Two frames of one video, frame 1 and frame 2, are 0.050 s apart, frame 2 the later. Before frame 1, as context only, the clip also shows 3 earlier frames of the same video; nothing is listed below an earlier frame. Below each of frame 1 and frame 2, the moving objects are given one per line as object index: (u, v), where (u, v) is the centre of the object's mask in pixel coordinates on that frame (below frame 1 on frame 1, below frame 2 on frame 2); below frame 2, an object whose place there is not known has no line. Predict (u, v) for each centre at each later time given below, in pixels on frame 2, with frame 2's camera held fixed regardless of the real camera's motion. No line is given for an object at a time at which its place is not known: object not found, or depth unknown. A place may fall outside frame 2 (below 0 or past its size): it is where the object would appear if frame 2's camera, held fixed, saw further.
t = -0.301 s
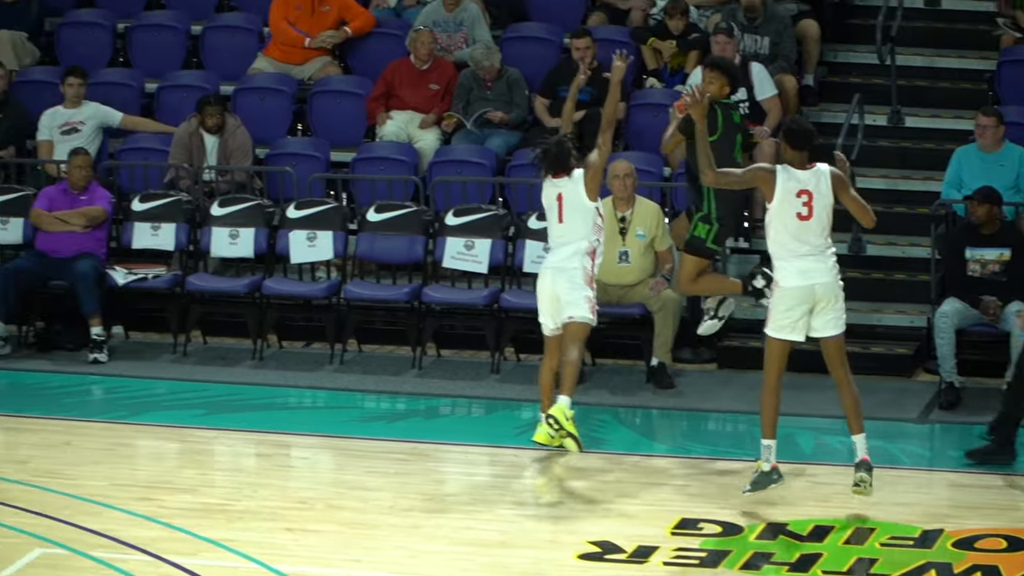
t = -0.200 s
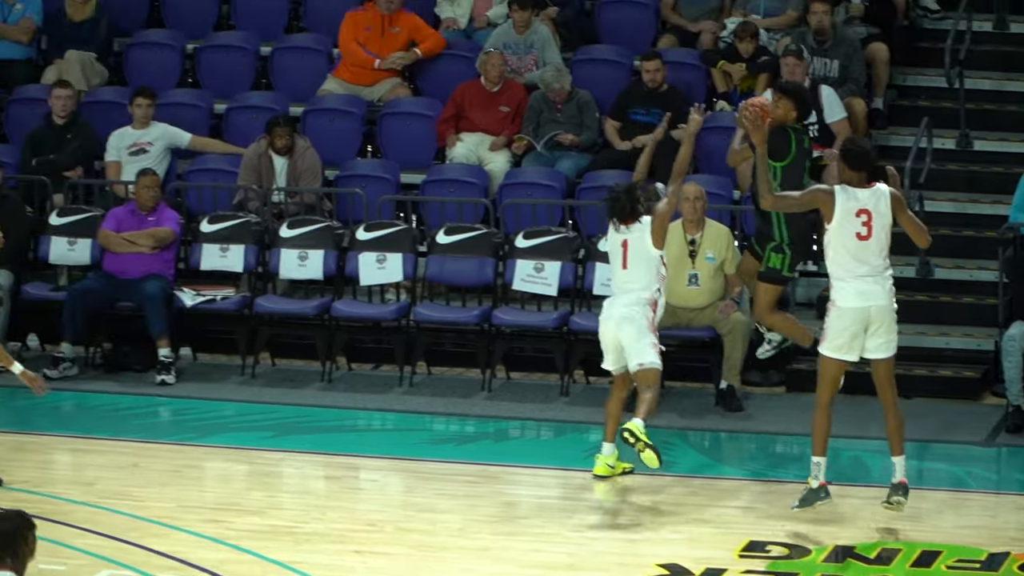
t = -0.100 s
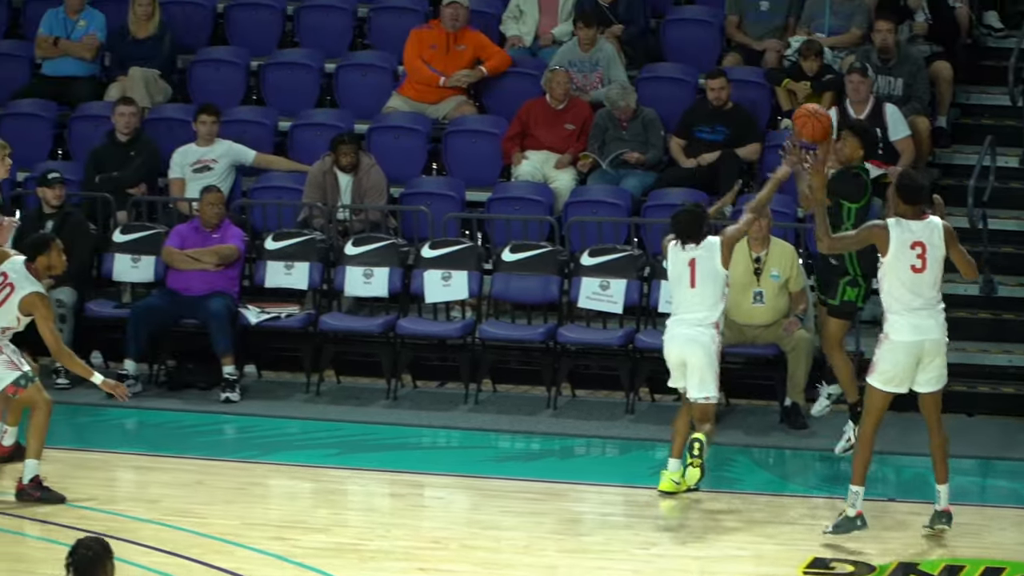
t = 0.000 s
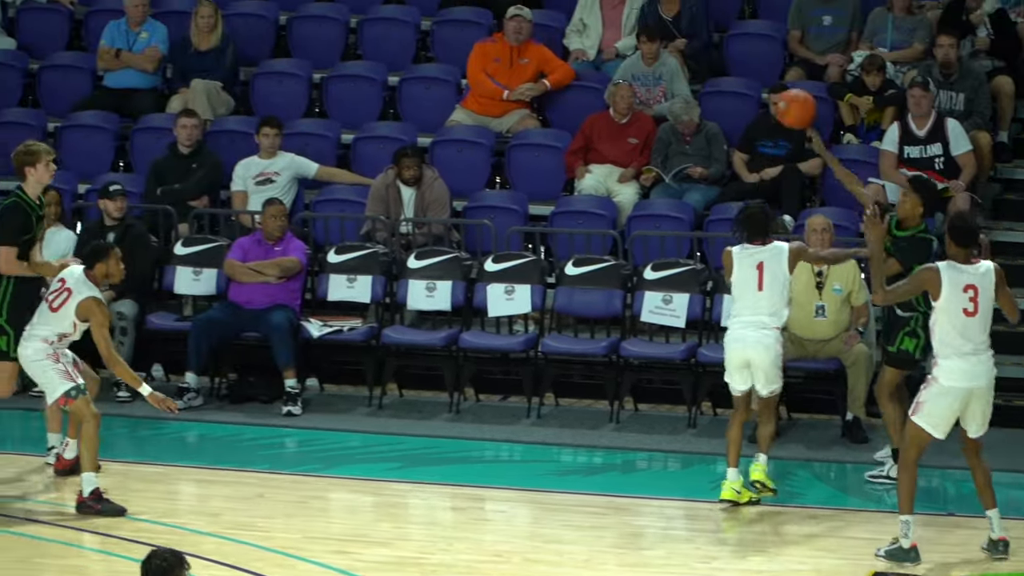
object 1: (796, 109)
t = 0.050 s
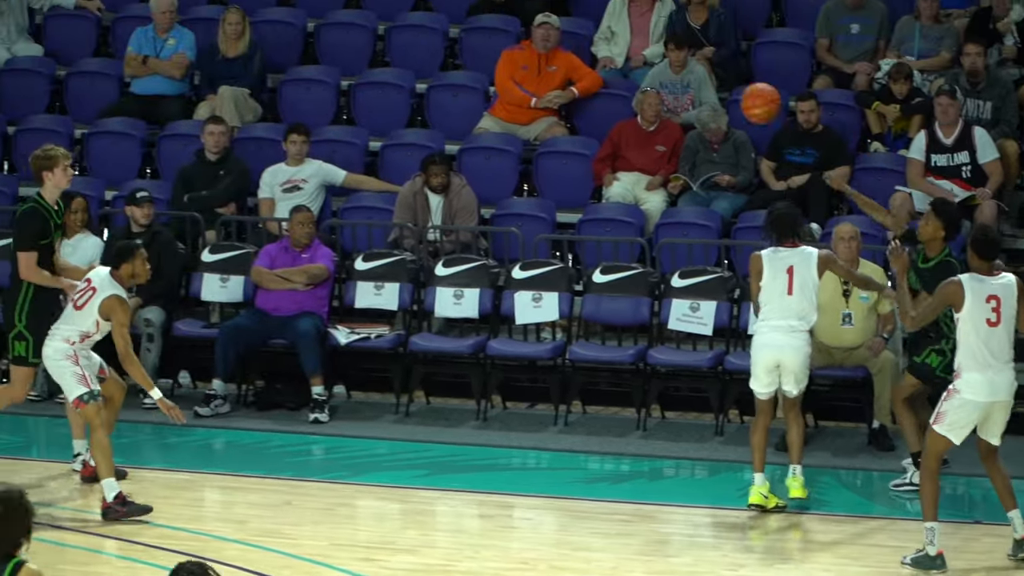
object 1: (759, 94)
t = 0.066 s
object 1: (738, 90)
